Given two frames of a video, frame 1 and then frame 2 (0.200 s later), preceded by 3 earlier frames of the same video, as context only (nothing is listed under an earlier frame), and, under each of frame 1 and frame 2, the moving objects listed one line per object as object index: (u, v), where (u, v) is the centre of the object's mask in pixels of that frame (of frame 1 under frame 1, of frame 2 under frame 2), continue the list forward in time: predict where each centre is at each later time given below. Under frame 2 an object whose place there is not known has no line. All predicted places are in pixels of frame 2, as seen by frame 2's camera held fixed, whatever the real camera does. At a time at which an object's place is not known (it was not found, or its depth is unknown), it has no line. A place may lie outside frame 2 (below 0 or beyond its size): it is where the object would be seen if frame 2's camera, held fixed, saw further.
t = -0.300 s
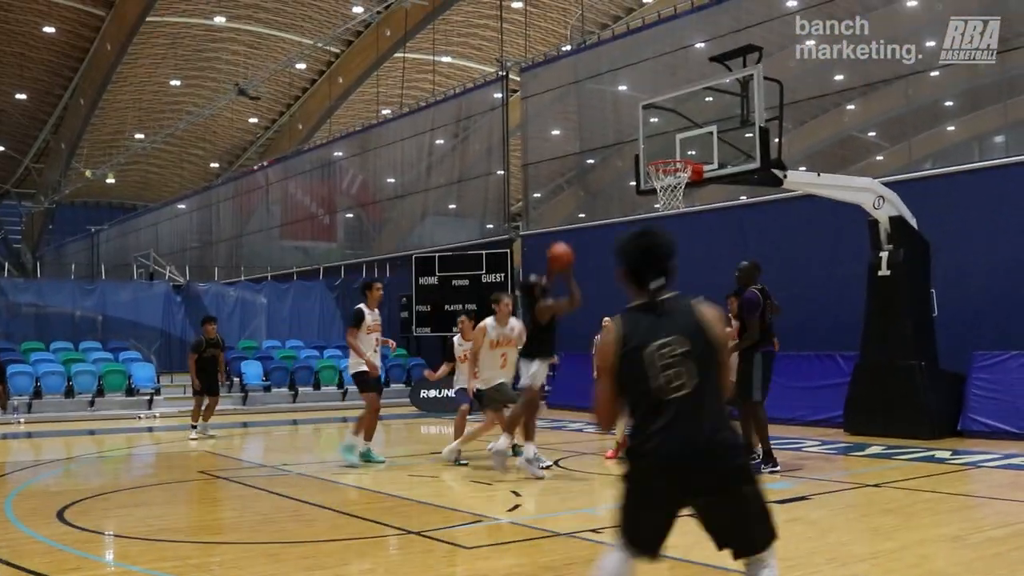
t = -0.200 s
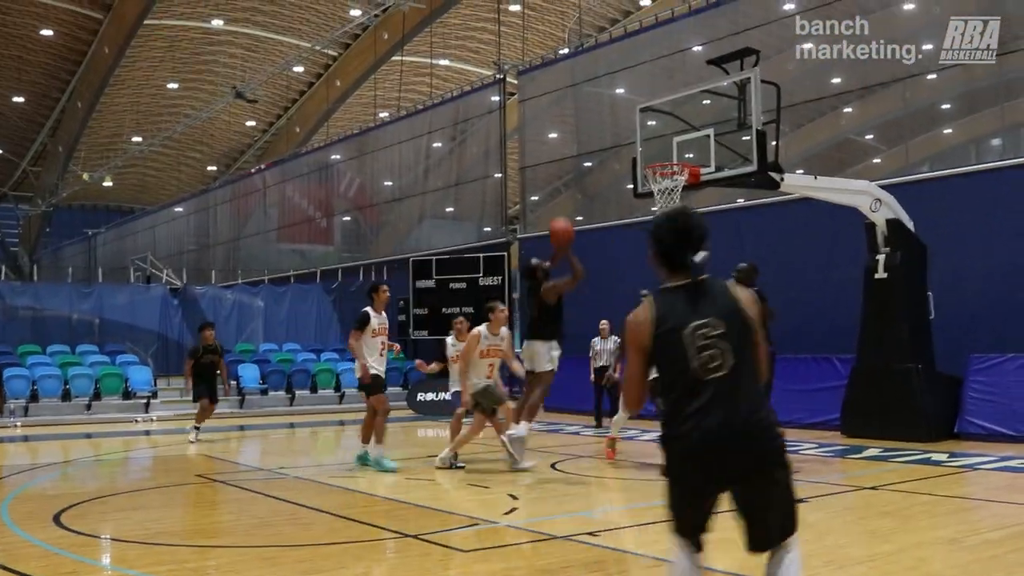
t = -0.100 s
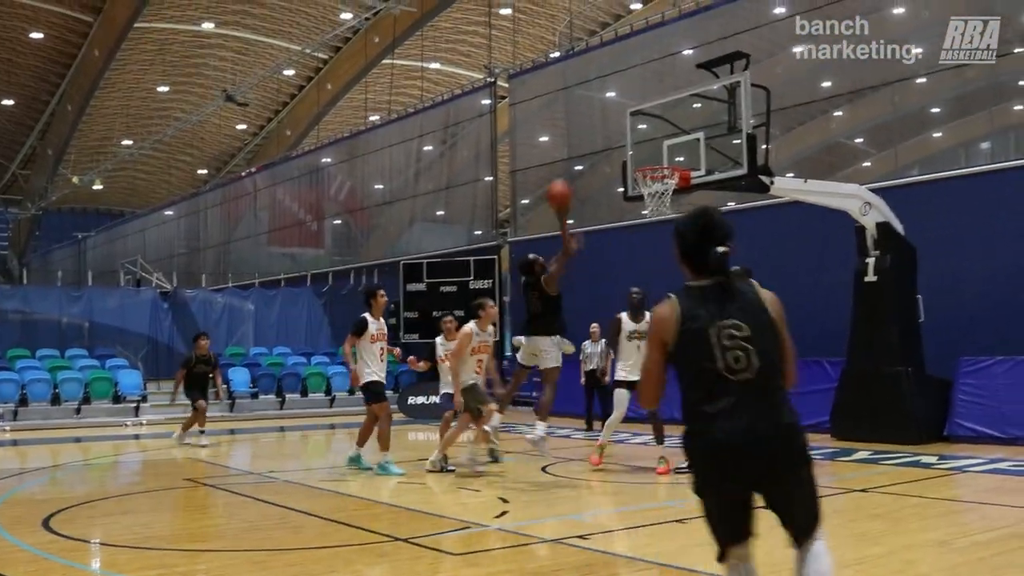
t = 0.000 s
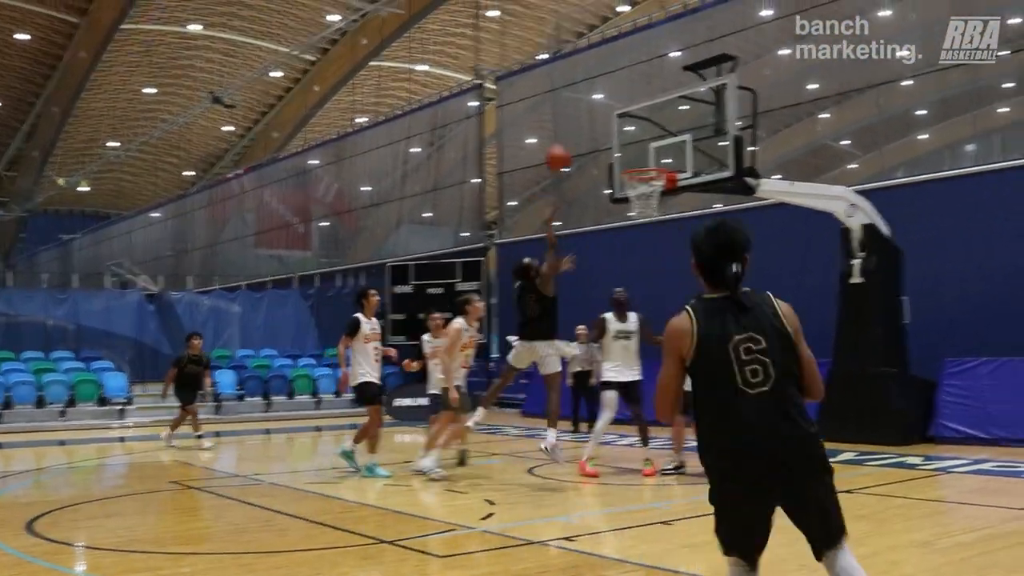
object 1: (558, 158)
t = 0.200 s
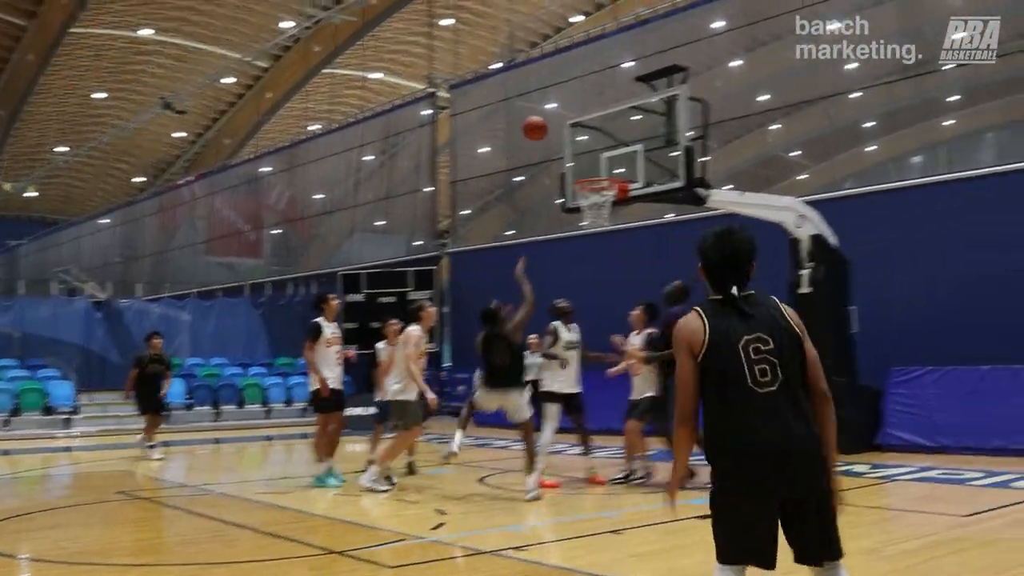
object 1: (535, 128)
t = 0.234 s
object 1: (539, 125)
